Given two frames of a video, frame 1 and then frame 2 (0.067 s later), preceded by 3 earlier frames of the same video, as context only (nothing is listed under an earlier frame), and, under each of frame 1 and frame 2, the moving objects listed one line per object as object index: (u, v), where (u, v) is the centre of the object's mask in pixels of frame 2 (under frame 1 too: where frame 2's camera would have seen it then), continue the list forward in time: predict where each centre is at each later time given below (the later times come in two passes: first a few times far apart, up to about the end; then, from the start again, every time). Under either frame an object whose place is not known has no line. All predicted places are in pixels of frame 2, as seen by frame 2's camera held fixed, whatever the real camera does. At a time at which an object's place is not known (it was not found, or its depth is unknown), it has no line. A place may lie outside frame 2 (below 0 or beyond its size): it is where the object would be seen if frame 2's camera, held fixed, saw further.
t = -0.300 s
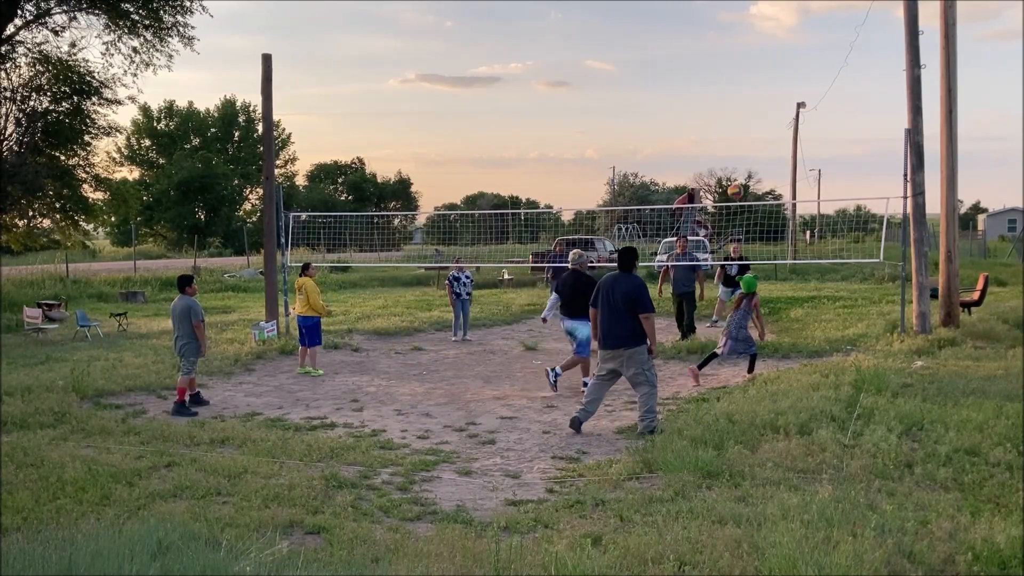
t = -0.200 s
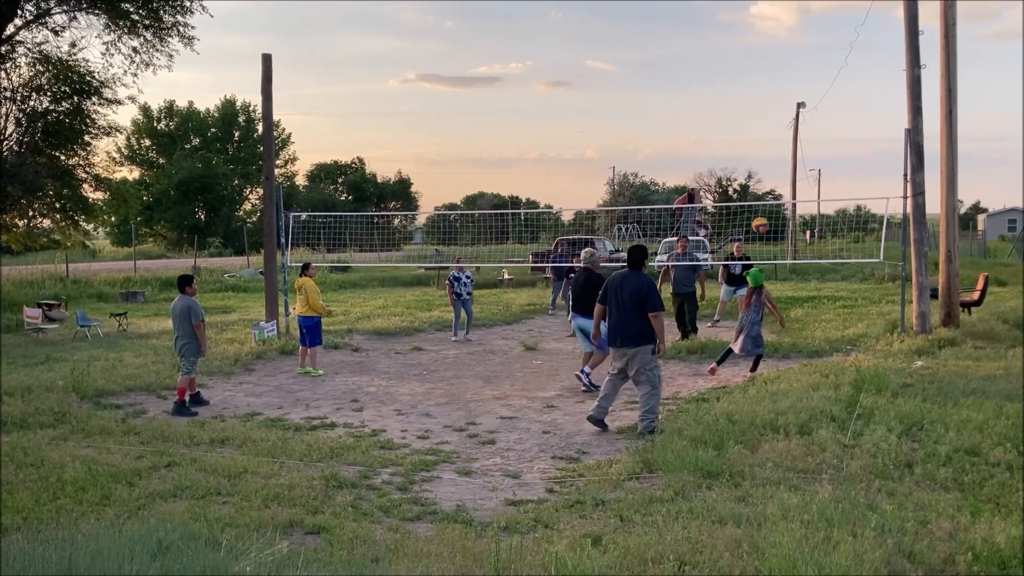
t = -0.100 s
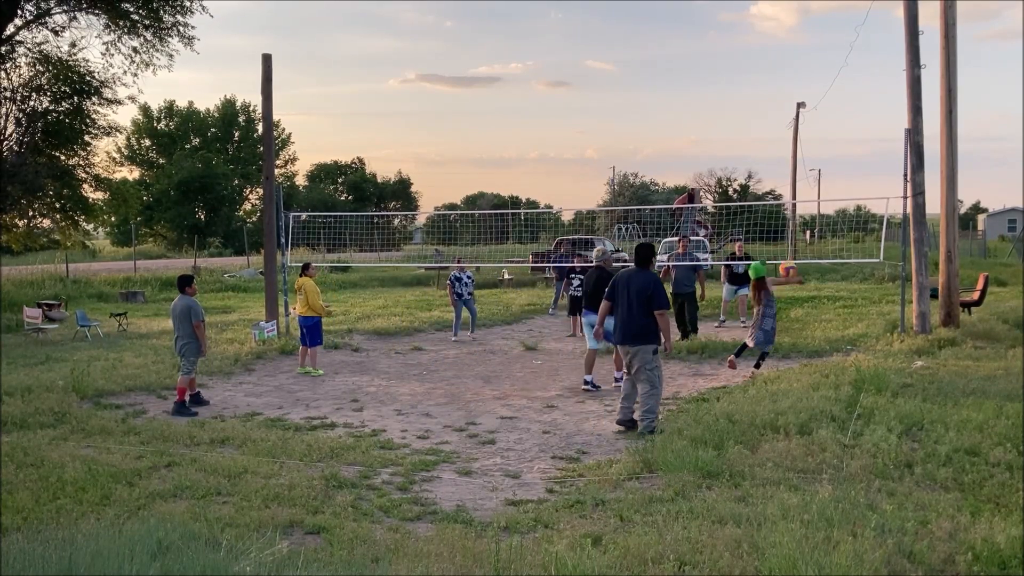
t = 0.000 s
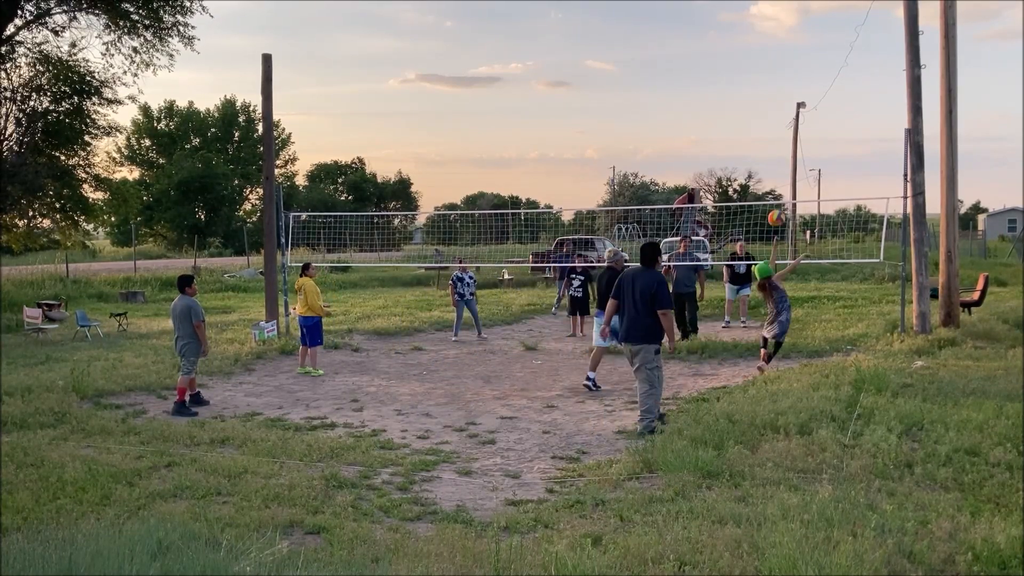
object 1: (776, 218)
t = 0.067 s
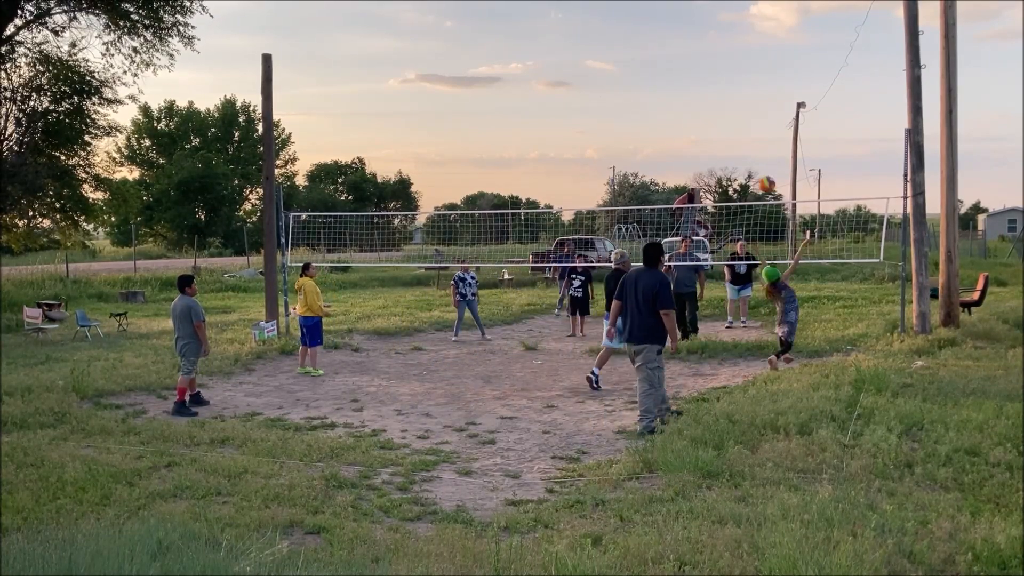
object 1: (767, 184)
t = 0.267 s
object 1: (738, 105)
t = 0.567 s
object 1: (695, 50)
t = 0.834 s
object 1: (660, 58)
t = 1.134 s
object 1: (623, 126)
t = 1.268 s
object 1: (608, 173)
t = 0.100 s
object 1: (762, 168)
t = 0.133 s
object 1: (757, 154)
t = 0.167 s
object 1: (752, 140)
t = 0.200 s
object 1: (747, 128)
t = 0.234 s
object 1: (742, 116)
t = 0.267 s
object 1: (738, 105)
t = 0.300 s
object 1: (733, 96)
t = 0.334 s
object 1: (728, 87)
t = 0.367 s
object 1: (723, 79)
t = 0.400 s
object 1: (719, 72)
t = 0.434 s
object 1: (714, 65)
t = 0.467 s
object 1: (709, 60)
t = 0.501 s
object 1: (705, 56)
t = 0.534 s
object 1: (700, 52)
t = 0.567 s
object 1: (695, 50)
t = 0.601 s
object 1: (691, 48)
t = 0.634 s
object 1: (686, 47)
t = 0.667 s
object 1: (682, 47)
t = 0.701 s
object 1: (677, 47)
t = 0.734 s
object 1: (673, 49)
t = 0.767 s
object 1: (668, 51)
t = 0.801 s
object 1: (664, 54)
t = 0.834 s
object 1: (660, 58)
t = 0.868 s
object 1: (656, 63)
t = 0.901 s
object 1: (651, 68)
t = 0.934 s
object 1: (647, 74)
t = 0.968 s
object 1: (643, 81)
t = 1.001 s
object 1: (639, 89)
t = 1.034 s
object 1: (635, 97)
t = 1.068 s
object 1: (631, 106)
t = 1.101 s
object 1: (627, 115)
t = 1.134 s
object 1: (623, 126)
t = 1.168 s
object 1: (619, 137)
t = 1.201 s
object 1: (615, 148)
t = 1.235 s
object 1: (611, 160)
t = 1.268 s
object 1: (608, 173)
